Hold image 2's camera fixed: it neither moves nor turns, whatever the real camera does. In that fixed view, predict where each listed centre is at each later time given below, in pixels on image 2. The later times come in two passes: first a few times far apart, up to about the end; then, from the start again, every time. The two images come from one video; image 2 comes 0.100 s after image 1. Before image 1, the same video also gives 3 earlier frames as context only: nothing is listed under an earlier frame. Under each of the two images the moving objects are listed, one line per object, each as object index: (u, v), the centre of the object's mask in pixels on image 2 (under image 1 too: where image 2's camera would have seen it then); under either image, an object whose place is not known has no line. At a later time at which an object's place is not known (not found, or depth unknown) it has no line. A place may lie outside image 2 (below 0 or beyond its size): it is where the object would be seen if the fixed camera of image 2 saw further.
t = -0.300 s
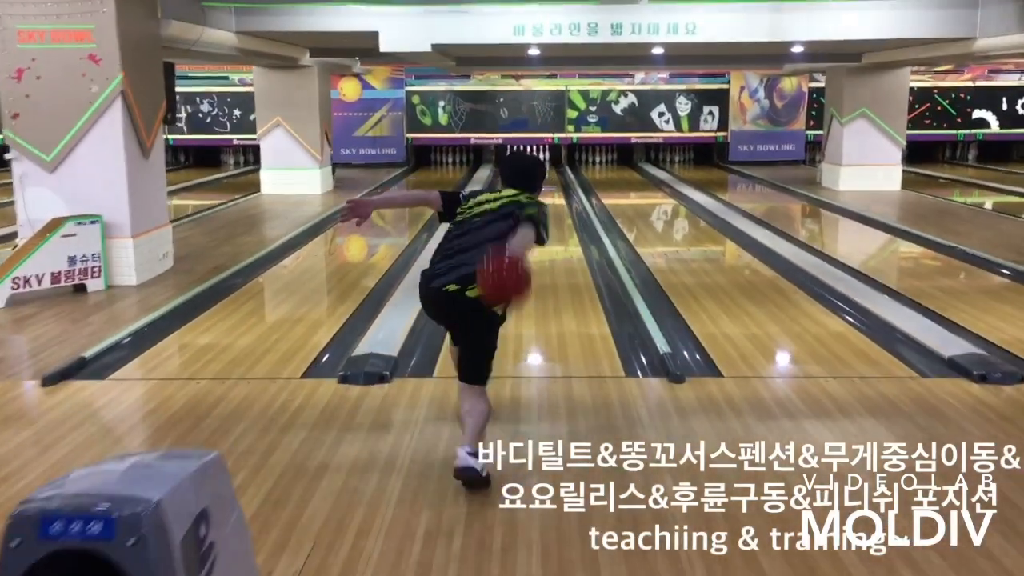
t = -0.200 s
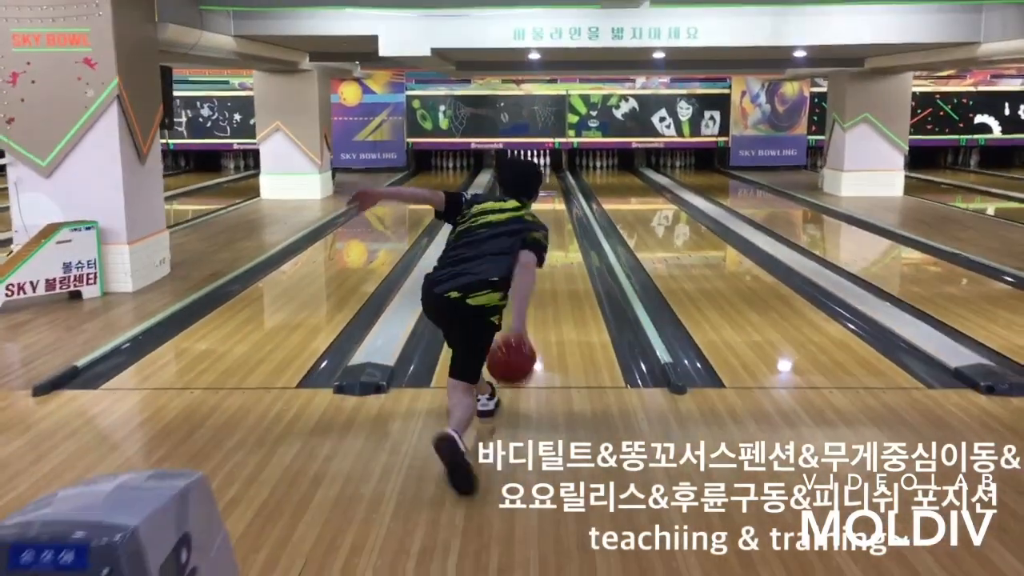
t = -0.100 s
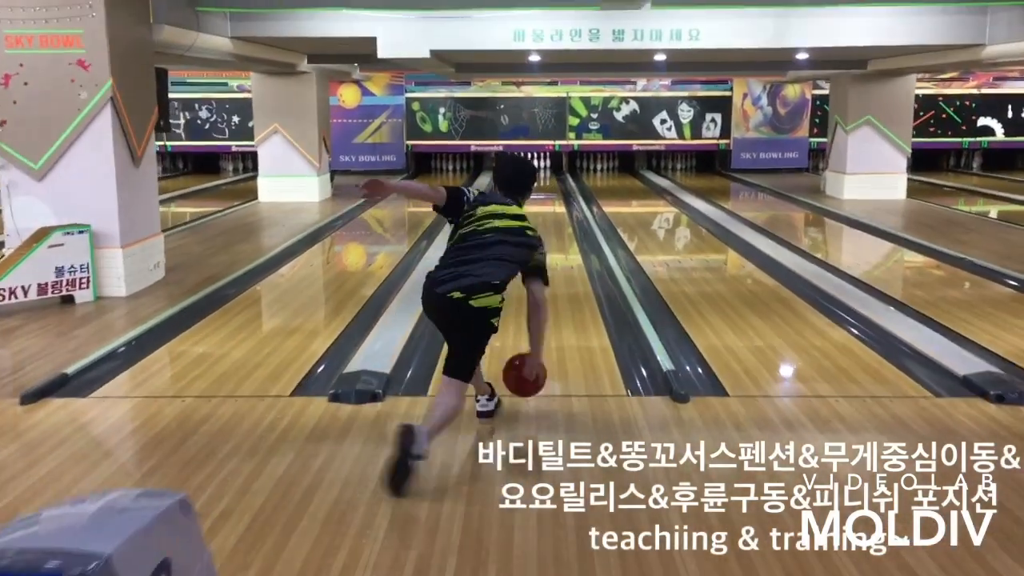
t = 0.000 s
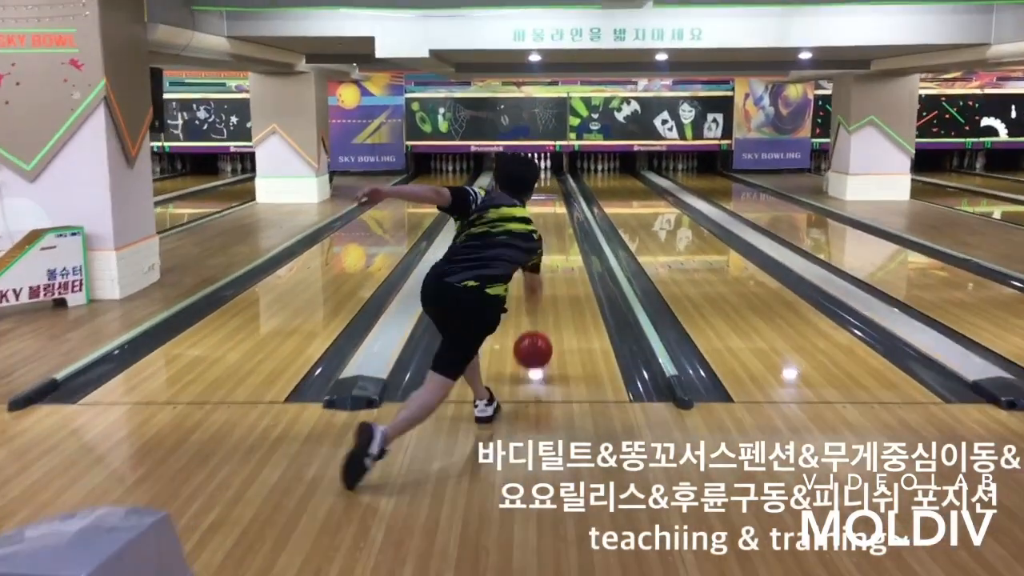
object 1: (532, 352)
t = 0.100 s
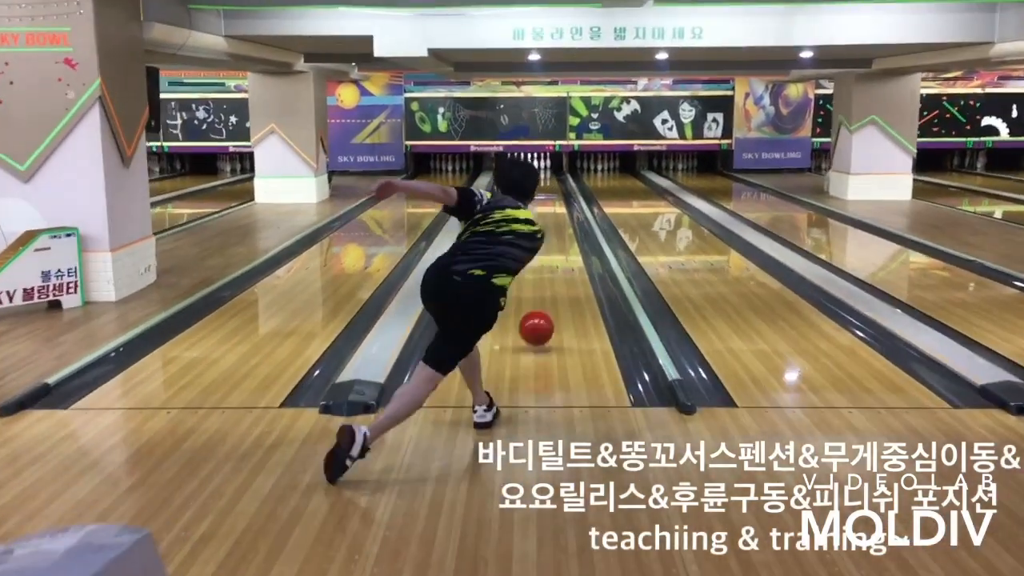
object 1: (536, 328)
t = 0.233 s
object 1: (540, 305)
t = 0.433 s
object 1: (543, 272)
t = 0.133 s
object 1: (537, 325)
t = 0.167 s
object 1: (538, 319)
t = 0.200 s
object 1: (539, 311)
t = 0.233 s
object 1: (540, 305)
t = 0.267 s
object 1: (540, 298)
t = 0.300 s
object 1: (541, 293)
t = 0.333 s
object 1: (541, 288)
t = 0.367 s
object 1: (542, 282)
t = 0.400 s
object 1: (543, 277)
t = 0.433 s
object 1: (543, 272)
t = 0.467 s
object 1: (543, 268)
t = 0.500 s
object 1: (544, 263)
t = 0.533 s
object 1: (544, 260)
